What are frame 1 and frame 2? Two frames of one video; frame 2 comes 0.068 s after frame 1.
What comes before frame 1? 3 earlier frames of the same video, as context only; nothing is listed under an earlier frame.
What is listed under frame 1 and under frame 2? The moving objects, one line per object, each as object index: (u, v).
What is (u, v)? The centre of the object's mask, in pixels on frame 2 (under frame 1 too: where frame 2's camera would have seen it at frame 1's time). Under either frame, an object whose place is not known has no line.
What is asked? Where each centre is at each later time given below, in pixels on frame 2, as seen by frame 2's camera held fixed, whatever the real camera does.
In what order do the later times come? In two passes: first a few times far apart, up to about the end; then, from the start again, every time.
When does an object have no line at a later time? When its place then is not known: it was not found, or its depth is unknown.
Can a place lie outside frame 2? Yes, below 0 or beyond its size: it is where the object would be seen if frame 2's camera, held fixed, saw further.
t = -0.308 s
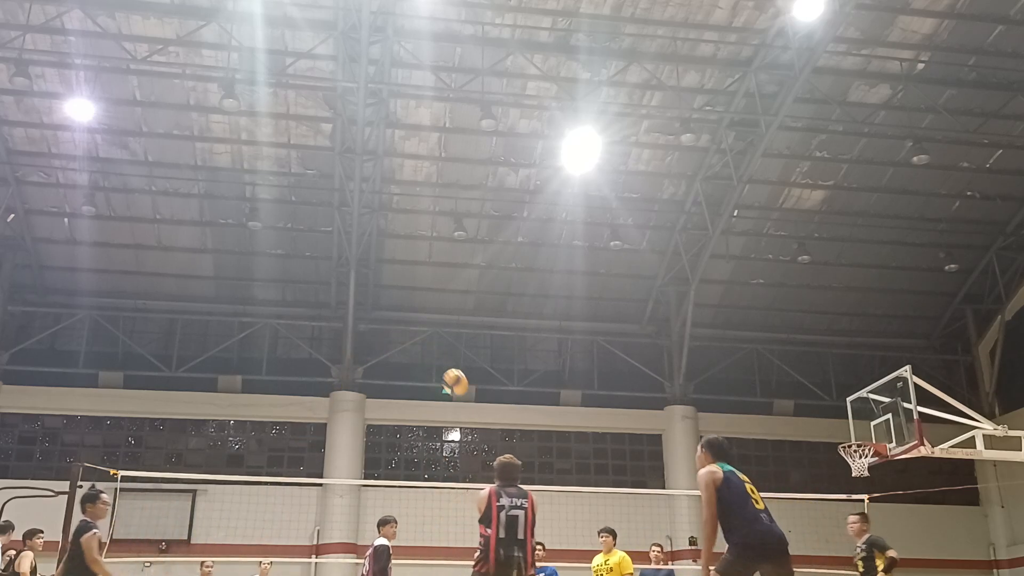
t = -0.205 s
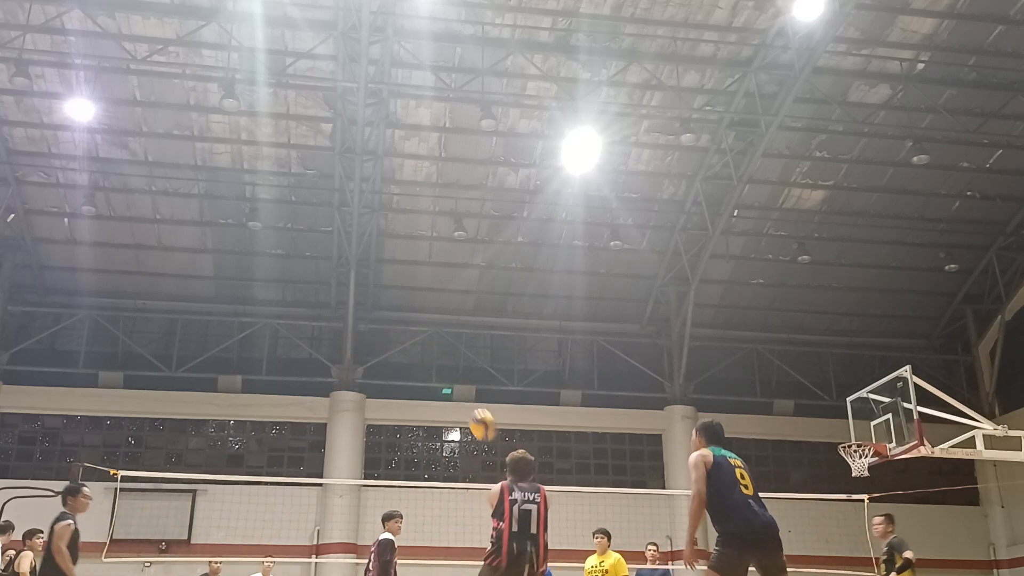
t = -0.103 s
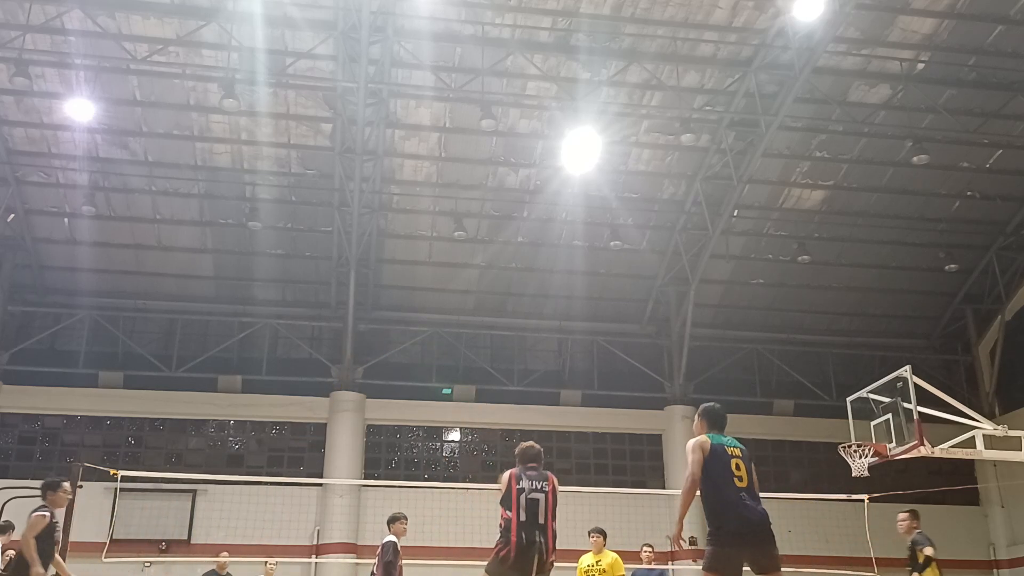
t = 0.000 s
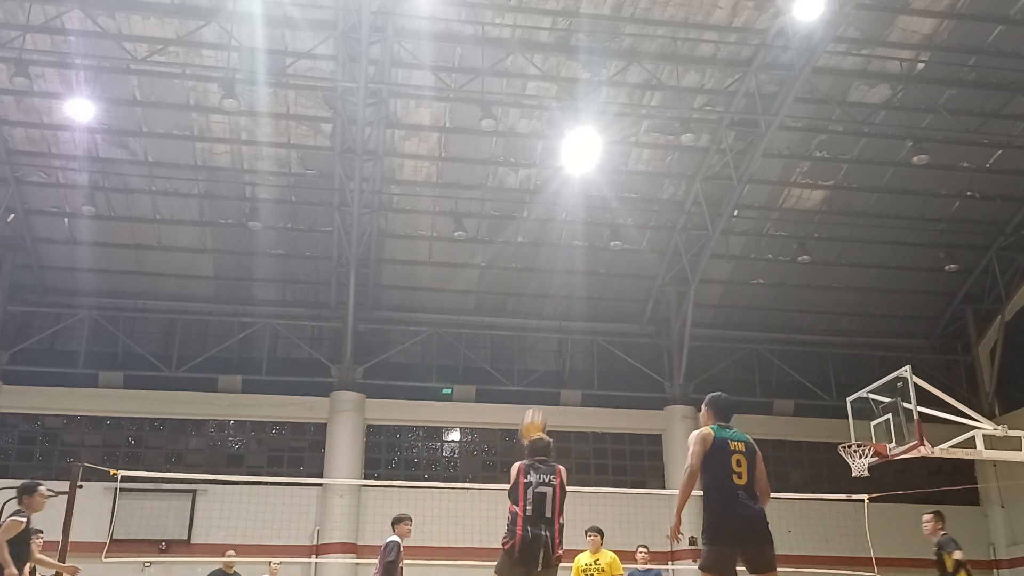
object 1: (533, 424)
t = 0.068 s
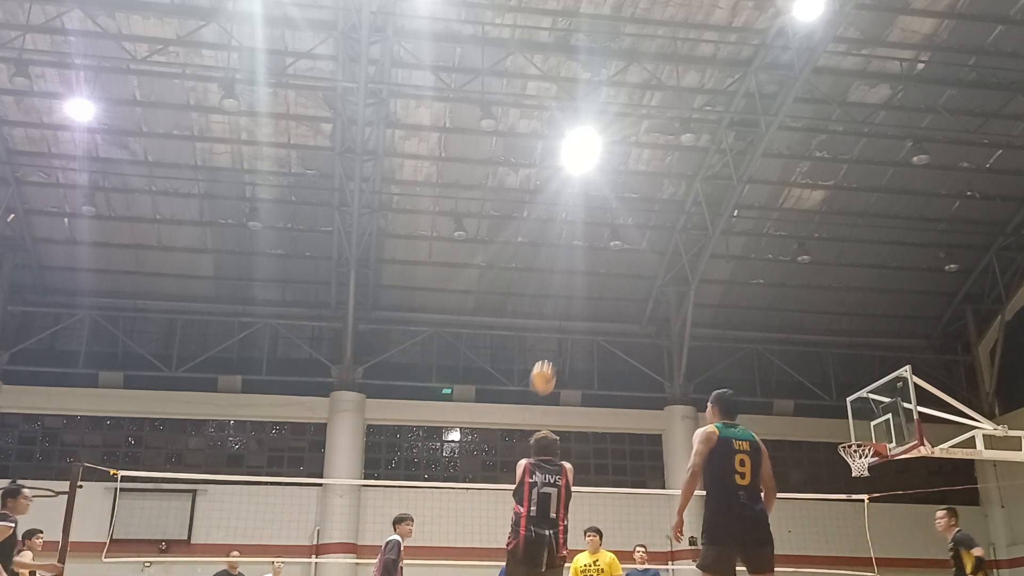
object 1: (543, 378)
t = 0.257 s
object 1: (566, 286)
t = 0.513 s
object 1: (595, 239)
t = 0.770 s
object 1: (621, 257)
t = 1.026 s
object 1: (646, 327)
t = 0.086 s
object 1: (546, 366)
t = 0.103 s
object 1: (548, 356)
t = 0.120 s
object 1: (550, 346)
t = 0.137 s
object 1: (552, 337)
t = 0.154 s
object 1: (554, 328)
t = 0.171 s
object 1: (556, 320)
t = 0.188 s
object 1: (559, 312)
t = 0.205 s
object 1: (560, 305)
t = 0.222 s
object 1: (562, 298)
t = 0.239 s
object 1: (565, 292)
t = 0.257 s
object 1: (566, 286)
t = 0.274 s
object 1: (568, 280)
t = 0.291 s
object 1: (570, 275)
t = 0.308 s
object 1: (572, 270)
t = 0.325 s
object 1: (574, 265)
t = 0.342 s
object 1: (576, 261)
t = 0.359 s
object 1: (578, 258)
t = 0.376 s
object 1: (580, 254)
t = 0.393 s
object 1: (582, 251)
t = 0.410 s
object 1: (584, 249)
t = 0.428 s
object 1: (585, 246)
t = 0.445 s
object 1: (588, 244)
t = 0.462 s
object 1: (589, 242)
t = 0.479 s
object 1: (591, 241)
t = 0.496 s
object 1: (593, 239)
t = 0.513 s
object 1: (595, 239)
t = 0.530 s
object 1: (597, 238)
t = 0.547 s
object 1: (599, 238)
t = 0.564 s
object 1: (600, 238)
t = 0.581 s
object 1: (601, 238)
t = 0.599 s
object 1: (603, 238)
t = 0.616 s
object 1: (605, 239)
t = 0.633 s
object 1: (607, 240)
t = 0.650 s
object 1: (609, 242)
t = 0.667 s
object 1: (611, 243)
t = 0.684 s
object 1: (613, 245)
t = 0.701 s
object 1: (614, 247)
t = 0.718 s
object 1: (616, 249)
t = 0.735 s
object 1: (618, 251)
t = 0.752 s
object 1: (619, 254)
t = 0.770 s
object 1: (621, 257)
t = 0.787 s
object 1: (623, 260)
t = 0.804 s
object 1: (624, 263)
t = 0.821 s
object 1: (626, 267)
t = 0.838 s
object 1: (628, 271)
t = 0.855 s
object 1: (629, 275)
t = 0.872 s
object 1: (631, 279)
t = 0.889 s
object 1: (632, 283)
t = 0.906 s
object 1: (634, 288)
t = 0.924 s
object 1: (635, 293)
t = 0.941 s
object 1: (637, 298)
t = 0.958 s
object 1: (639, 303)
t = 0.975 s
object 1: (641, 309)
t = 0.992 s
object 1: (643, 315)
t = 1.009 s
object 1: (645, 321)
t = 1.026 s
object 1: (646, 327)
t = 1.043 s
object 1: (648, 333)
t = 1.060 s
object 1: (650, 340)
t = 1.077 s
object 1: (651, 346)
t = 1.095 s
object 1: (653, 353)
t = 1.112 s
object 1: (655, 360)
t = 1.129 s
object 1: (657, 368)
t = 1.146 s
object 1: (658, 375)
